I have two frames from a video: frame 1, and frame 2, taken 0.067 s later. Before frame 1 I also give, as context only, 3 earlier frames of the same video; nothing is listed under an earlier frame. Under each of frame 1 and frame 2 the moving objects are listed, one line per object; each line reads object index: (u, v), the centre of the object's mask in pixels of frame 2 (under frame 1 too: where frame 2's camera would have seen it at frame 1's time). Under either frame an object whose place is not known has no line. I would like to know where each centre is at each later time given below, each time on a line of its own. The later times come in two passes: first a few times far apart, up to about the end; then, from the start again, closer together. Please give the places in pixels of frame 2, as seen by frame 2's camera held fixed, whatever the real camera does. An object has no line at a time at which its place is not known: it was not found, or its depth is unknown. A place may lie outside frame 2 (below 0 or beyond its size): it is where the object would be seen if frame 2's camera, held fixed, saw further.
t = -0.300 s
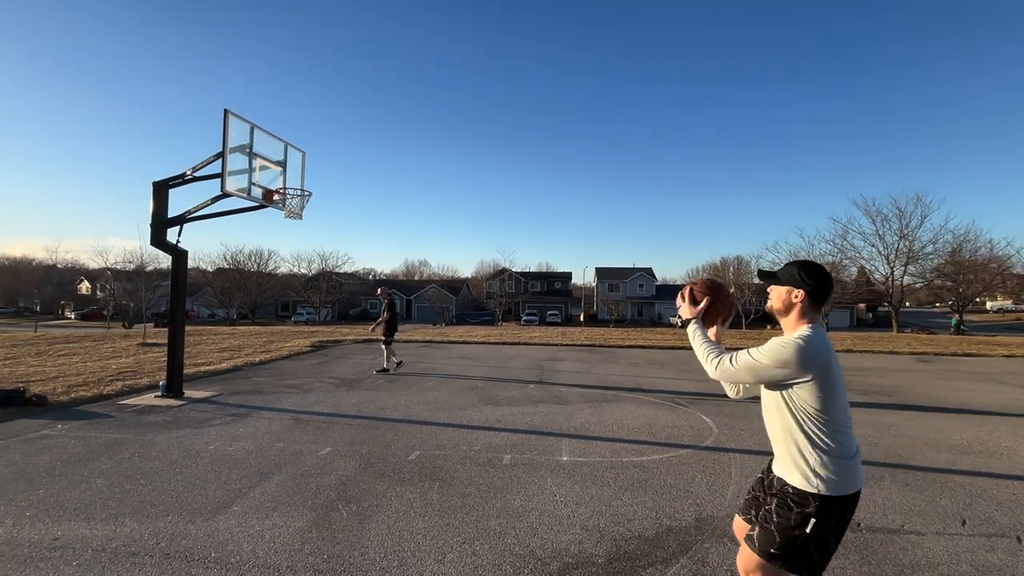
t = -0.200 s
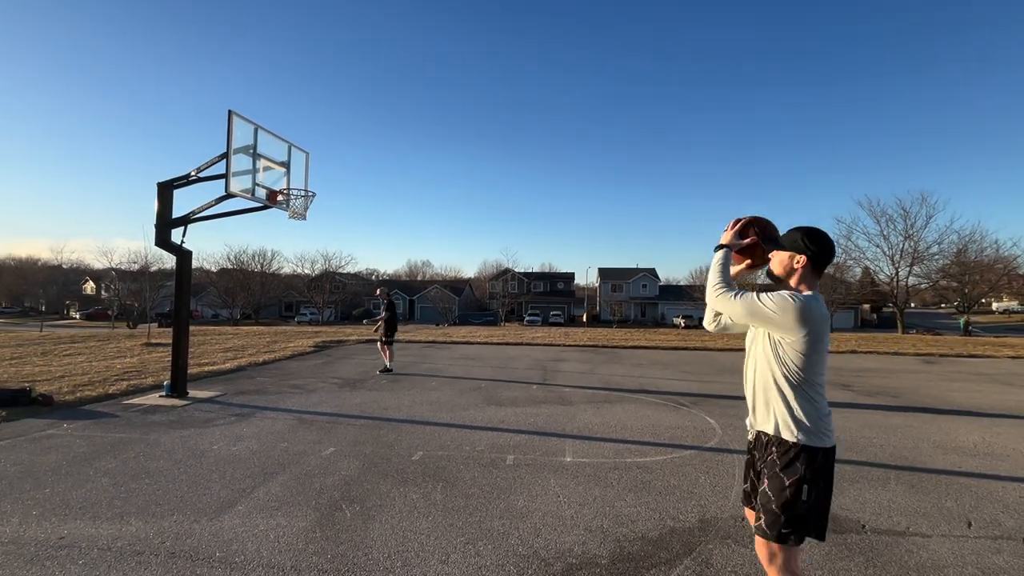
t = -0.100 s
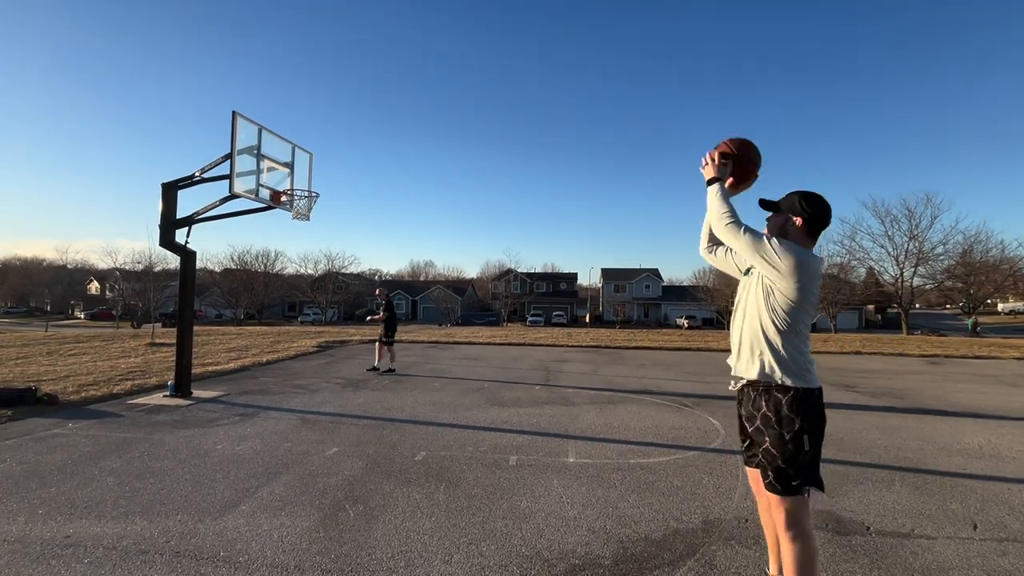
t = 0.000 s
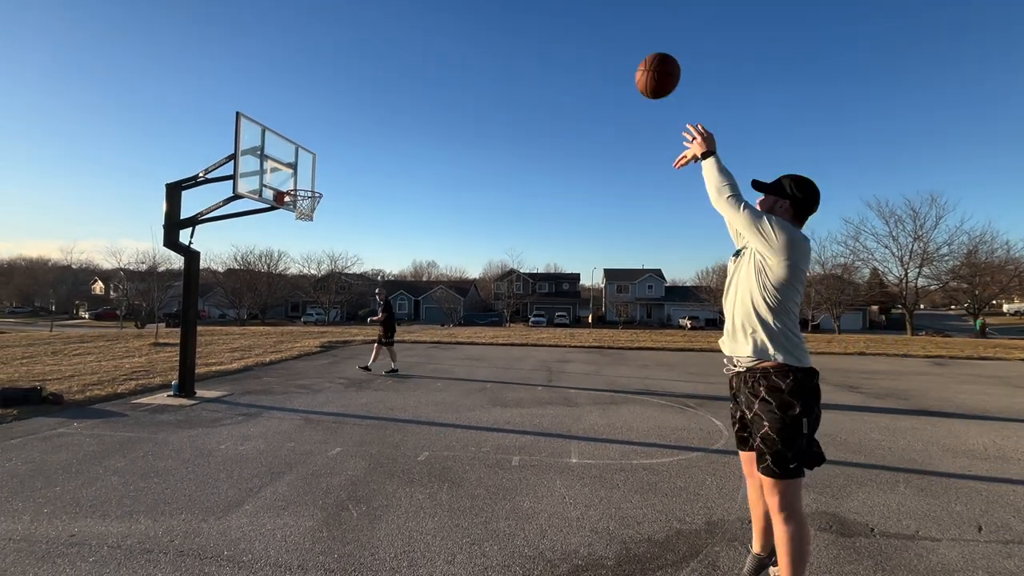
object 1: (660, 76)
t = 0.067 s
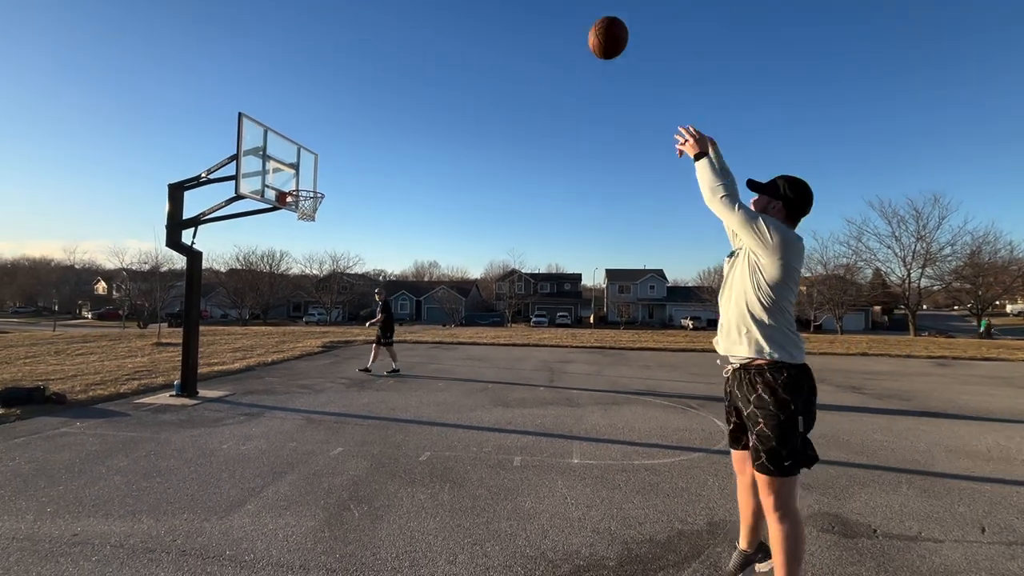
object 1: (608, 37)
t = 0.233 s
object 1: (514, 4)
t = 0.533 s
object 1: (413, 7)
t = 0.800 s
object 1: (357, 68)
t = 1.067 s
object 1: (317, 159)
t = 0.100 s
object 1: (586, 23)
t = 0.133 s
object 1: (565, 15)
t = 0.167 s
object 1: (546, 10)
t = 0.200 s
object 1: (530, 6)
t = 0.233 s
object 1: (514, 4)
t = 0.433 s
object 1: (441, 1)
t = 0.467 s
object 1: (431, 3)
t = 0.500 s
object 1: (421, 4)
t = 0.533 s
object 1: (413, 7)
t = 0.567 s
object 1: (404, 10)
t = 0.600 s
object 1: (396, 16)
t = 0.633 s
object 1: (389, 23)
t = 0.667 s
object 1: (381, 31)
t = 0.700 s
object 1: (375, 40)
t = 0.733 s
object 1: (368, 49)
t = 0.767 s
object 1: (363, 58)
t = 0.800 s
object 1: (357, 68)
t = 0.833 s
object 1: (351, 78)
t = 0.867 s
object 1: (346, 88)
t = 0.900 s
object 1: (341, 99)
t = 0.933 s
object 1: (336, 111)
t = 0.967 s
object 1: (331, 122)
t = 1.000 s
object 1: (326, 134)
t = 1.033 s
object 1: (322, 146)
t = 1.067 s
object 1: (317, 159)
